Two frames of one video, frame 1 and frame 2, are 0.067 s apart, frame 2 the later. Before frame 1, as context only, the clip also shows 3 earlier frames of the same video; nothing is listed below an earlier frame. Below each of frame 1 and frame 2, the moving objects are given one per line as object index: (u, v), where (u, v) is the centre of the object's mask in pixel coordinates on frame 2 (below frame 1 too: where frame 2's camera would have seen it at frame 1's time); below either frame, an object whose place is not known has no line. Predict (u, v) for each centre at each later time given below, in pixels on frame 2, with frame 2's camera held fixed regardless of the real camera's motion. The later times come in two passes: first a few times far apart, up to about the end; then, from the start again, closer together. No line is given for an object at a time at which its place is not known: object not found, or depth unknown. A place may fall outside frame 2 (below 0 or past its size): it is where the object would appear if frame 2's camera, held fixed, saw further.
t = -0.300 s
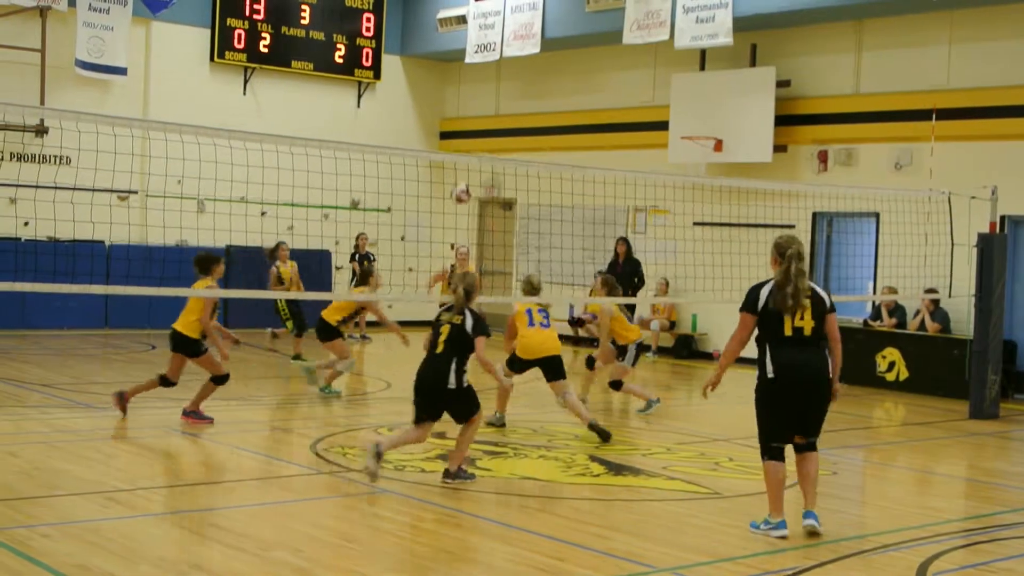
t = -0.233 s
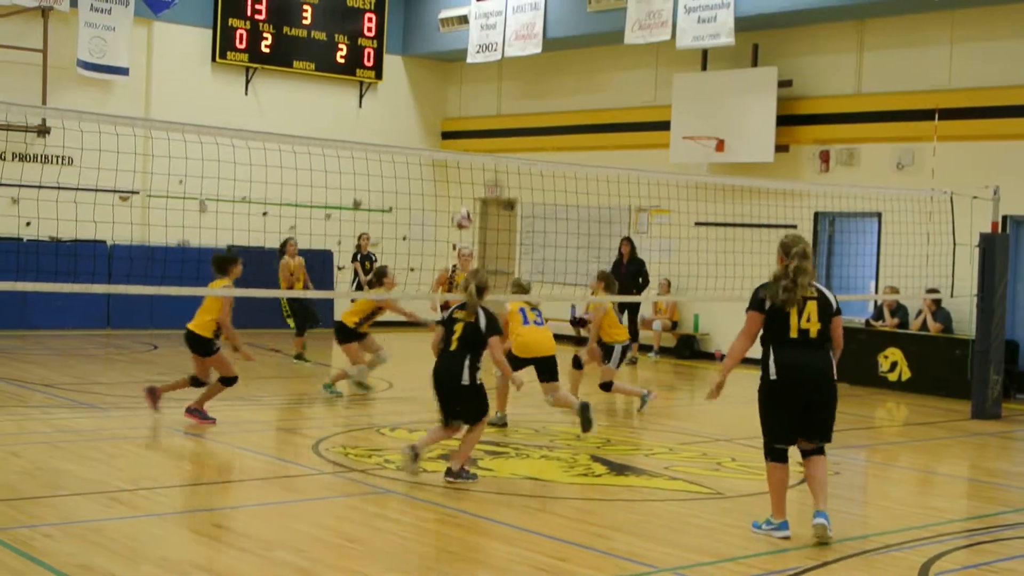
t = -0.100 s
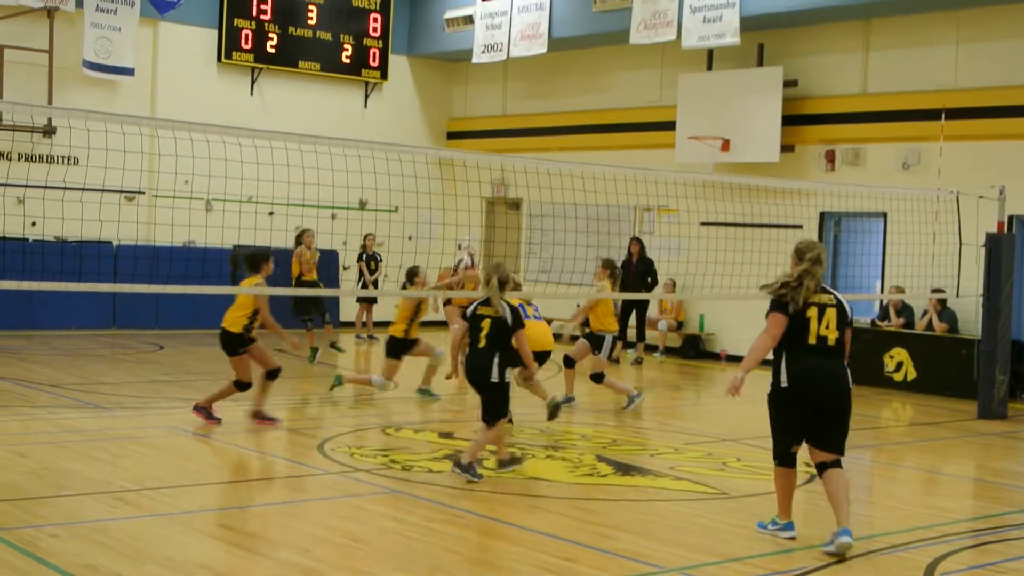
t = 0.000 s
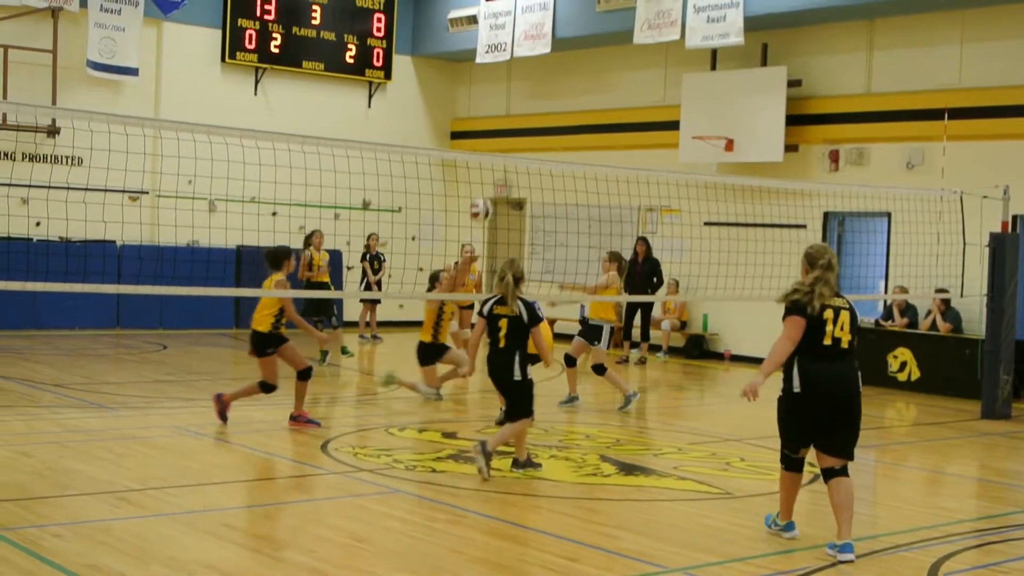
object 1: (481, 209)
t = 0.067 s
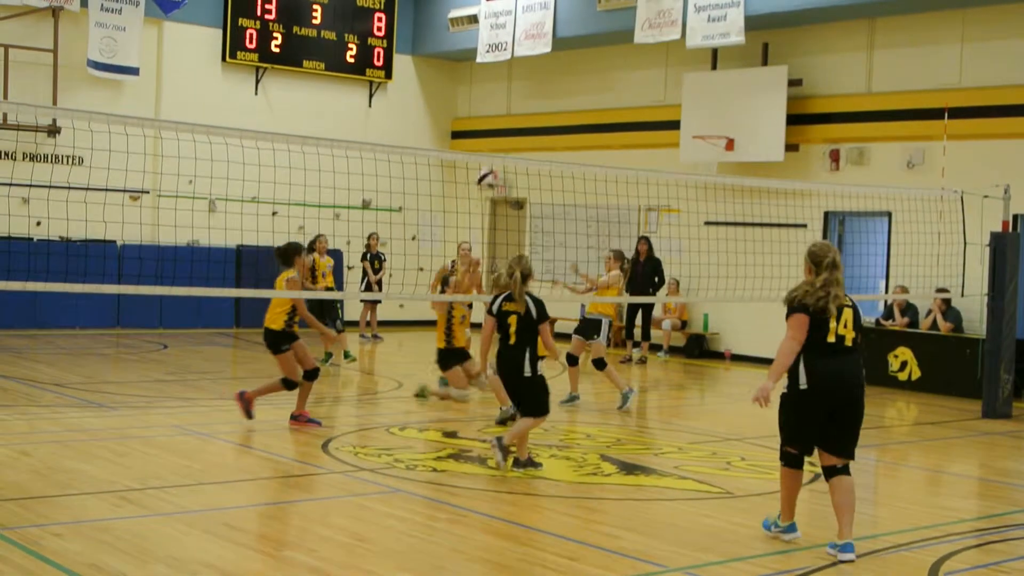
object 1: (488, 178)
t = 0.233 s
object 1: (503, 117)
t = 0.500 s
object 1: (528, 78)
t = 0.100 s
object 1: (492, 170)
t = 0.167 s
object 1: (497, 137)
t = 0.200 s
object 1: (500, 126)
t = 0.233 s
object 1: (503, 117)
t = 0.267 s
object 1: (506, 107)
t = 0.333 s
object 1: (512, 92)
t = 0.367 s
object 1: (515, 87)
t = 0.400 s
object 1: (518, 82)
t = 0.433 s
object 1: (521, 79)
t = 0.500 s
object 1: (528, 78)
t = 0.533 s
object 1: (530, 79)
